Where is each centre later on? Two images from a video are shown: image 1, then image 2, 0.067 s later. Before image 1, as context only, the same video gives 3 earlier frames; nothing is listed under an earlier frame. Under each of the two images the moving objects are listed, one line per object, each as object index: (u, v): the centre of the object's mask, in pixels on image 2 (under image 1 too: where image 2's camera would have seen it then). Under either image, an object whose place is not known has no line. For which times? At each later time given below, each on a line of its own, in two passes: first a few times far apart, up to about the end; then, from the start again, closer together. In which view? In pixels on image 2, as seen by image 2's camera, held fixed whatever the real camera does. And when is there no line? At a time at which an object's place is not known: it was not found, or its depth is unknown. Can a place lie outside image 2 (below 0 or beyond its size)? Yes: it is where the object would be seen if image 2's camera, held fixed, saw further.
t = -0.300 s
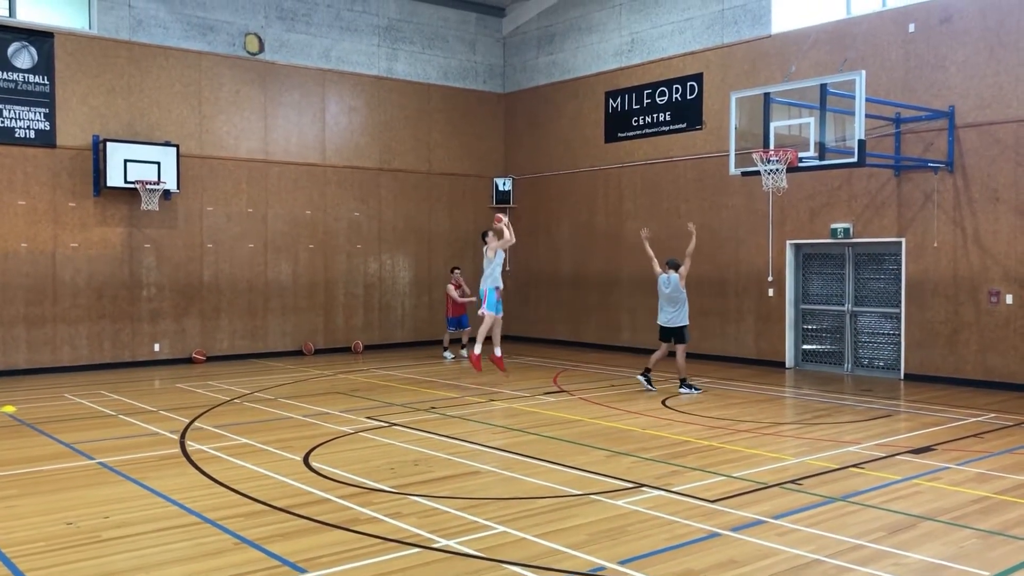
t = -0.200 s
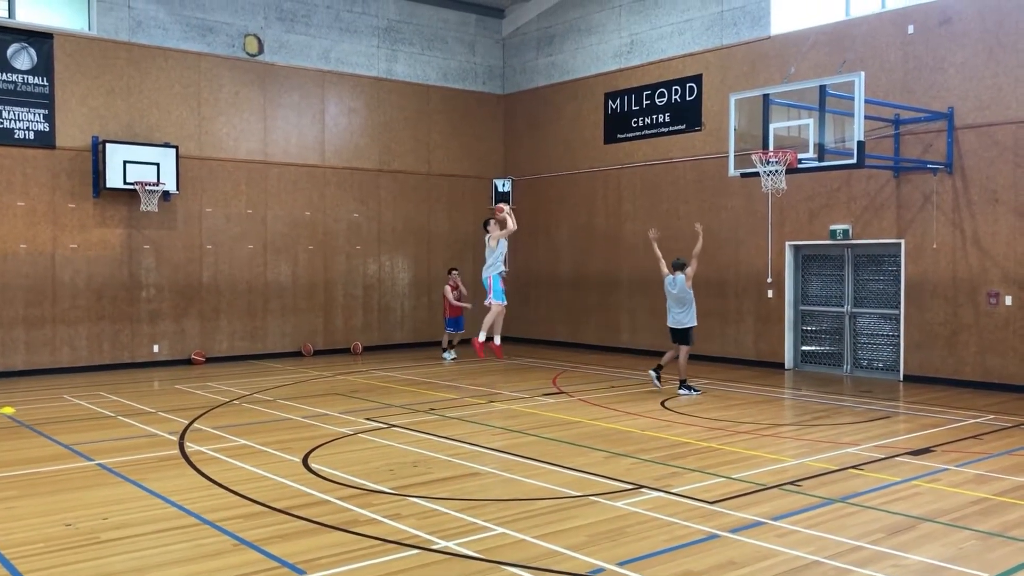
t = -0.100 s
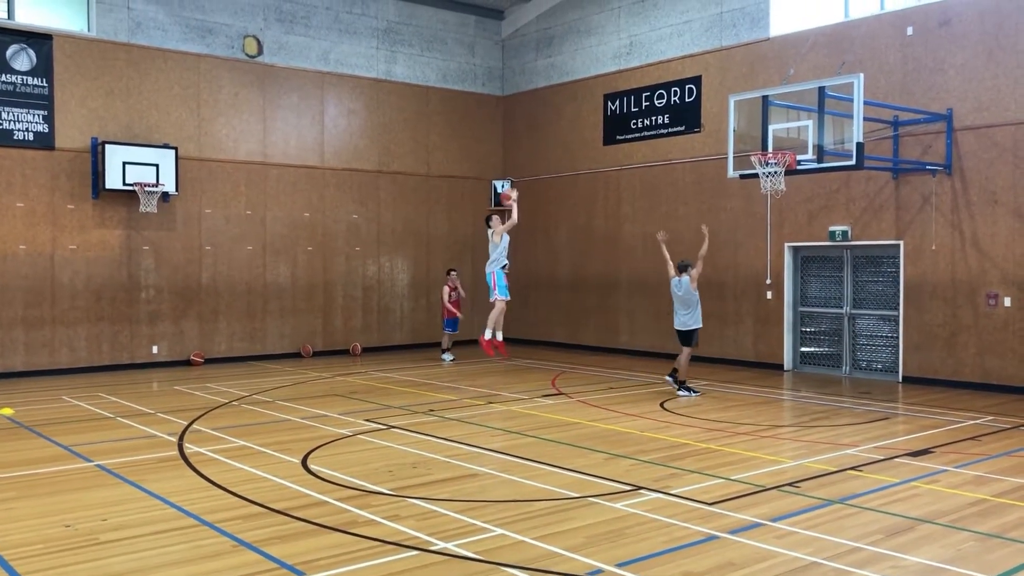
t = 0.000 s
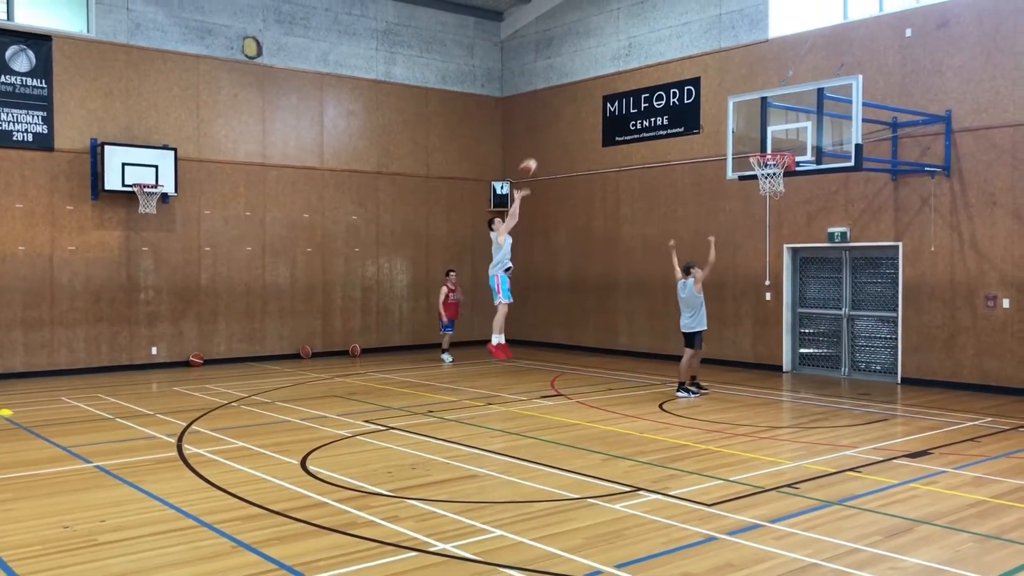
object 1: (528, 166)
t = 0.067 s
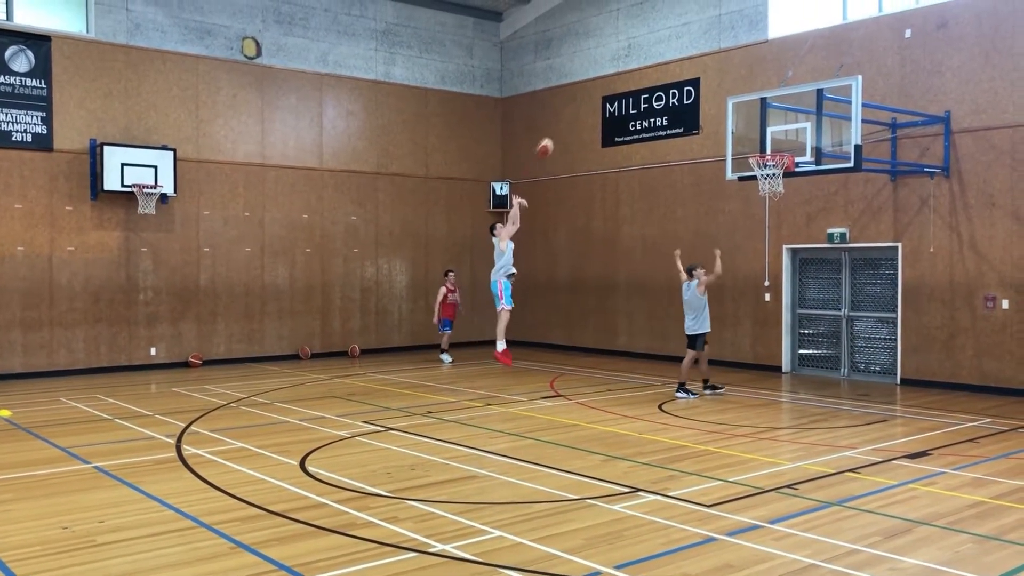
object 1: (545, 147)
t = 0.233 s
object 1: (588, 109)
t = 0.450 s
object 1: (648, 89)
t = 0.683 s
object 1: (716, 109)
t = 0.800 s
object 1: (752, 134)
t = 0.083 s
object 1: (549, 143)
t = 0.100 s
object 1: (554, 138)
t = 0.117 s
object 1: (558, 134)
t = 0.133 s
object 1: (563, 130)
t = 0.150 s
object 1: (567, 125)
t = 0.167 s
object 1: (571, 122)
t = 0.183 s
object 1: (575, 118)
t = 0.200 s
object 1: (580, 114)
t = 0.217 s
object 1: (583, 112)
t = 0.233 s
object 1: (588, 109)
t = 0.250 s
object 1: (592, 107)
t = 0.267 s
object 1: (597, 104)
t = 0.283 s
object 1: (601, 102)
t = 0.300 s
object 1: (606, 99)
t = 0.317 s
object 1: (610, 98)
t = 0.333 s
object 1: (615, 96)
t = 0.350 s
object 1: (619, 95)
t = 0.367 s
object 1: (624, 93)
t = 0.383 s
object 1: (629, 92)
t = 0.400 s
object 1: (634, 91)
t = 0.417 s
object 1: (639, 91)
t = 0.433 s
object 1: (643, 90)
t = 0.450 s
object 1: (648, 89)
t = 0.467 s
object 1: (653, 89)
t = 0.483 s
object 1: (658, 90)
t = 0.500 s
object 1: (662, 90)
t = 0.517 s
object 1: (667, 90)
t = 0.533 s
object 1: (672, 91)
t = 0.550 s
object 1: (677, 92)
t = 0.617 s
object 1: (697, 98)
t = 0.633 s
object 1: (702, 101)
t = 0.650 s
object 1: (707, 103)
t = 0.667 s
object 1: (712, 106)
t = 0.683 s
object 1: (716, 109)
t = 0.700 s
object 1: (721, 112)
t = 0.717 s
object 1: (727, 115)
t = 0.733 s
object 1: (732, 118)
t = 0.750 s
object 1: (737, 122)
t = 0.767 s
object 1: (742, 126)
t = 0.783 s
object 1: (747, 130)
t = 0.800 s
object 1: (752, 134)
